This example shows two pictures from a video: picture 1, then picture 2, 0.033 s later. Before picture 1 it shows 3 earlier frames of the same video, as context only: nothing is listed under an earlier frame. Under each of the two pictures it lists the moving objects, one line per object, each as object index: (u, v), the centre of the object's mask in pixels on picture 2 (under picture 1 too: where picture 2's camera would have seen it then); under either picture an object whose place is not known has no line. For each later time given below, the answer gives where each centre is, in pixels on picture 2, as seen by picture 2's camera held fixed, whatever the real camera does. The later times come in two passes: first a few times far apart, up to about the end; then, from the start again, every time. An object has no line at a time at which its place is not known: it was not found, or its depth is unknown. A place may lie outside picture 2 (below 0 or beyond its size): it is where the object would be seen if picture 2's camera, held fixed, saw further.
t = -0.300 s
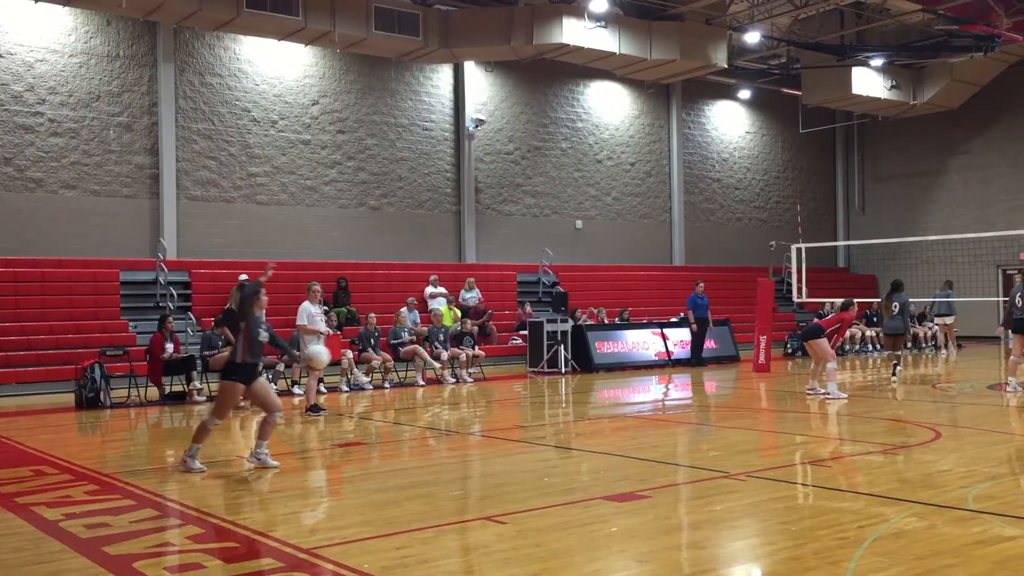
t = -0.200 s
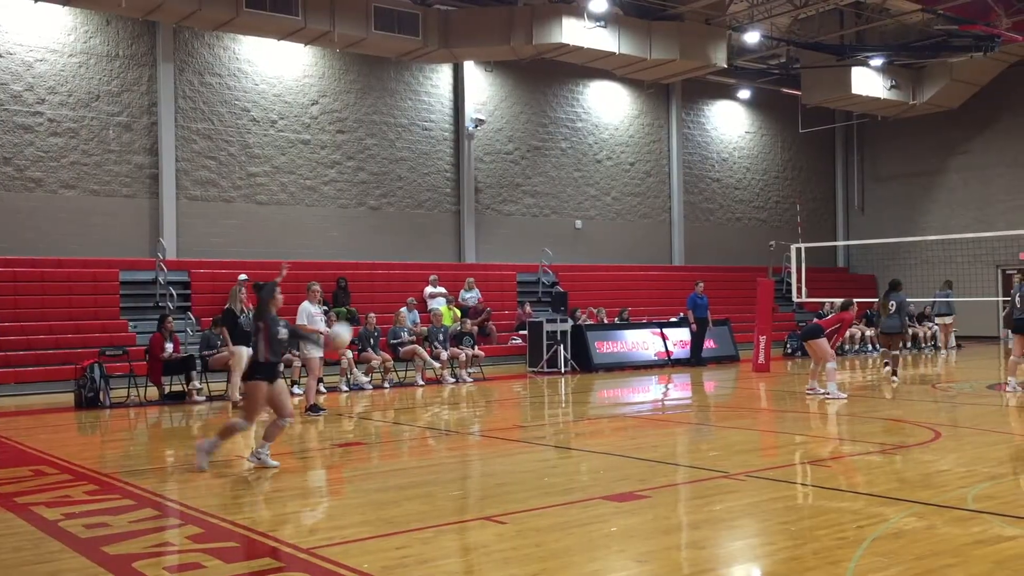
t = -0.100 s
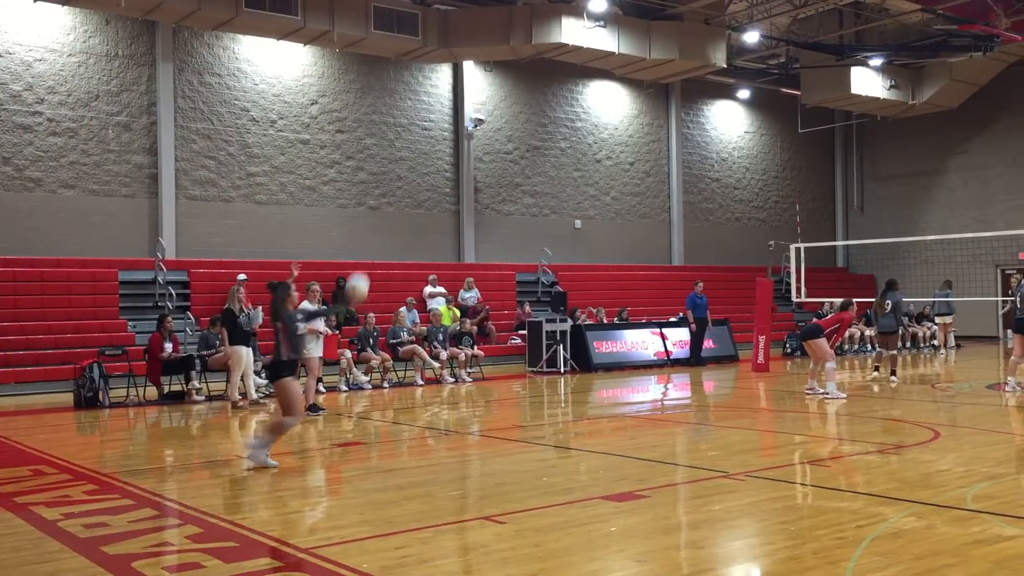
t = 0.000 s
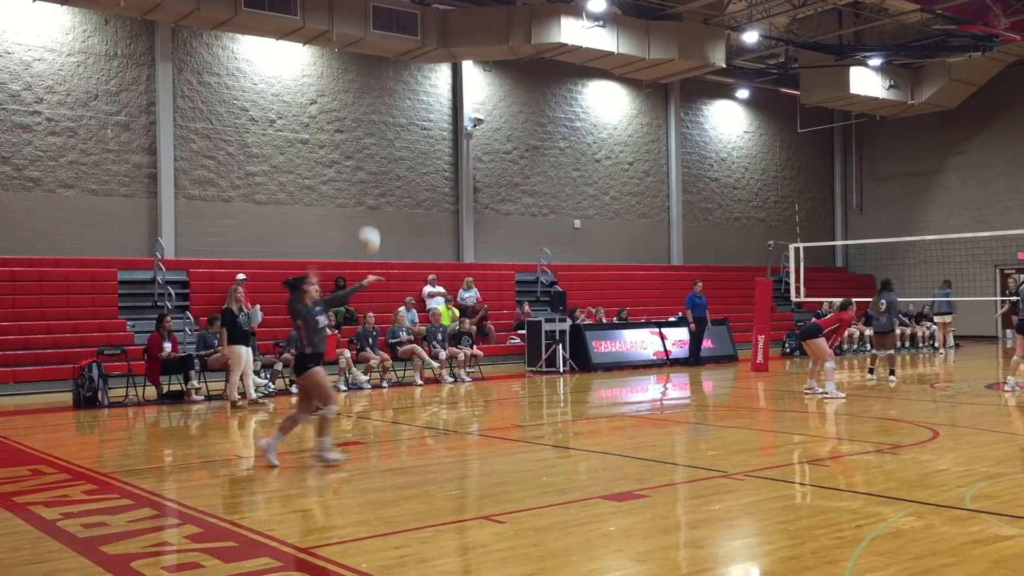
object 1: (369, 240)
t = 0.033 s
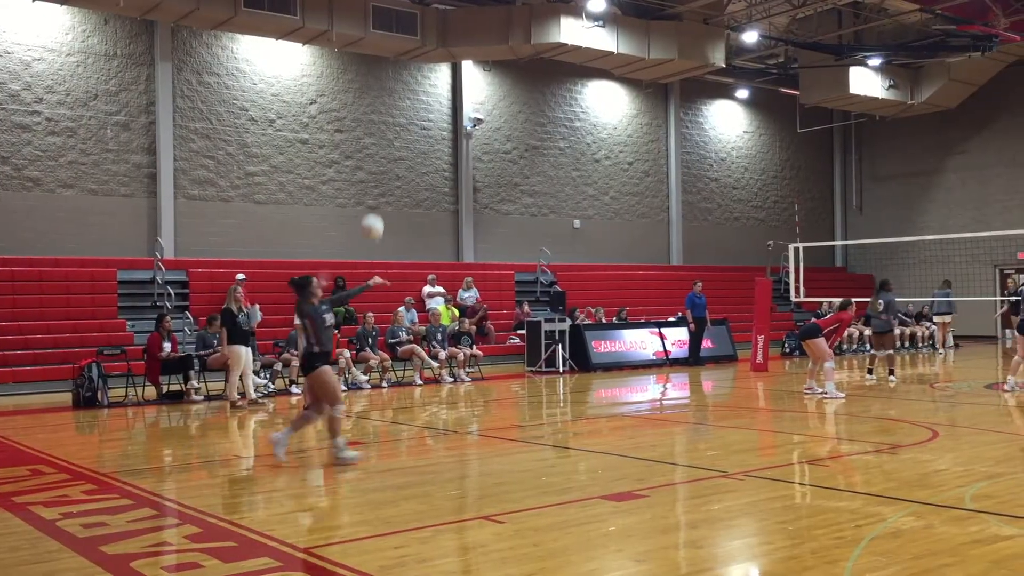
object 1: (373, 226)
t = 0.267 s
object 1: (399, 173)
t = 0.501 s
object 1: (427, 178)
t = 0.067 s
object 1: (377, 215)
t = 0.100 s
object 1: (381, 205)
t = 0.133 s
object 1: (384, 196)
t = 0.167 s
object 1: (388, 190)
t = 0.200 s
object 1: (391, 184)
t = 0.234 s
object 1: (395, 177)
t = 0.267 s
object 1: (399, 173)
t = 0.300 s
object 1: (403, 171)
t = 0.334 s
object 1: (405, 170)
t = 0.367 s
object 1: (408, 170)
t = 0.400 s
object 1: (410, 170)
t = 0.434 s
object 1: (418, 170)
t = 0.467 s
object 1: (422, 174)
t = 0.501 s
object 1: (427, 178)
